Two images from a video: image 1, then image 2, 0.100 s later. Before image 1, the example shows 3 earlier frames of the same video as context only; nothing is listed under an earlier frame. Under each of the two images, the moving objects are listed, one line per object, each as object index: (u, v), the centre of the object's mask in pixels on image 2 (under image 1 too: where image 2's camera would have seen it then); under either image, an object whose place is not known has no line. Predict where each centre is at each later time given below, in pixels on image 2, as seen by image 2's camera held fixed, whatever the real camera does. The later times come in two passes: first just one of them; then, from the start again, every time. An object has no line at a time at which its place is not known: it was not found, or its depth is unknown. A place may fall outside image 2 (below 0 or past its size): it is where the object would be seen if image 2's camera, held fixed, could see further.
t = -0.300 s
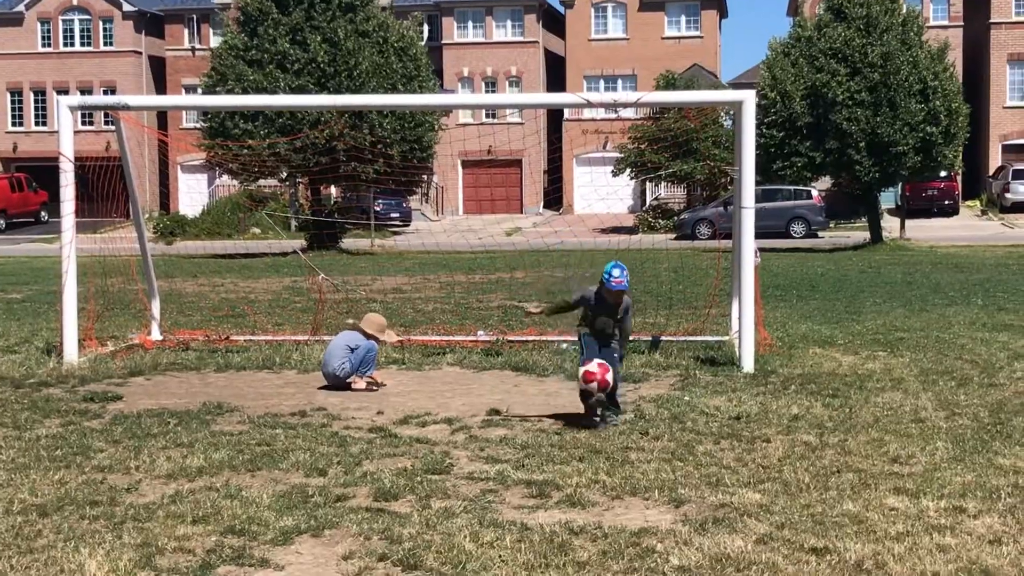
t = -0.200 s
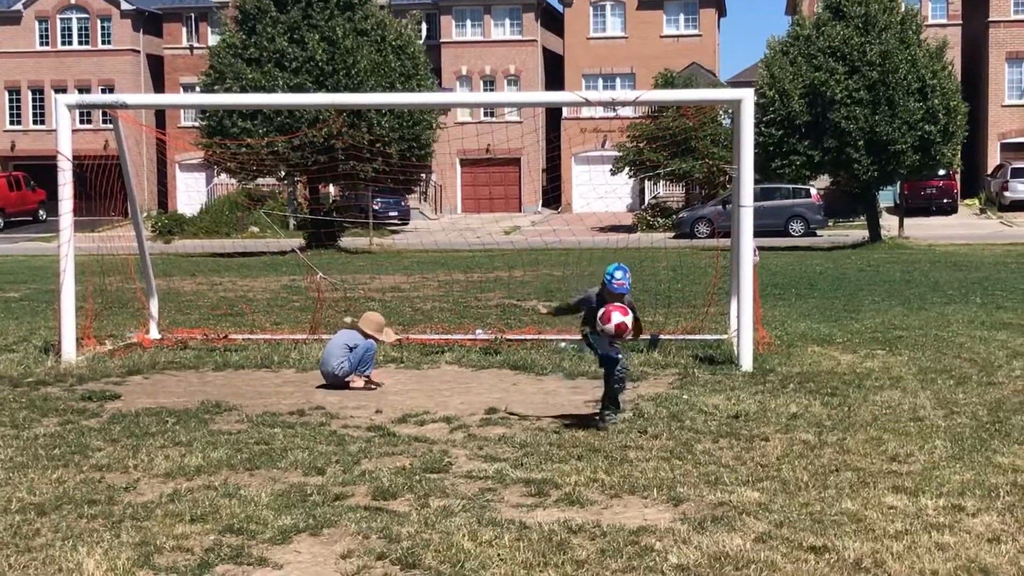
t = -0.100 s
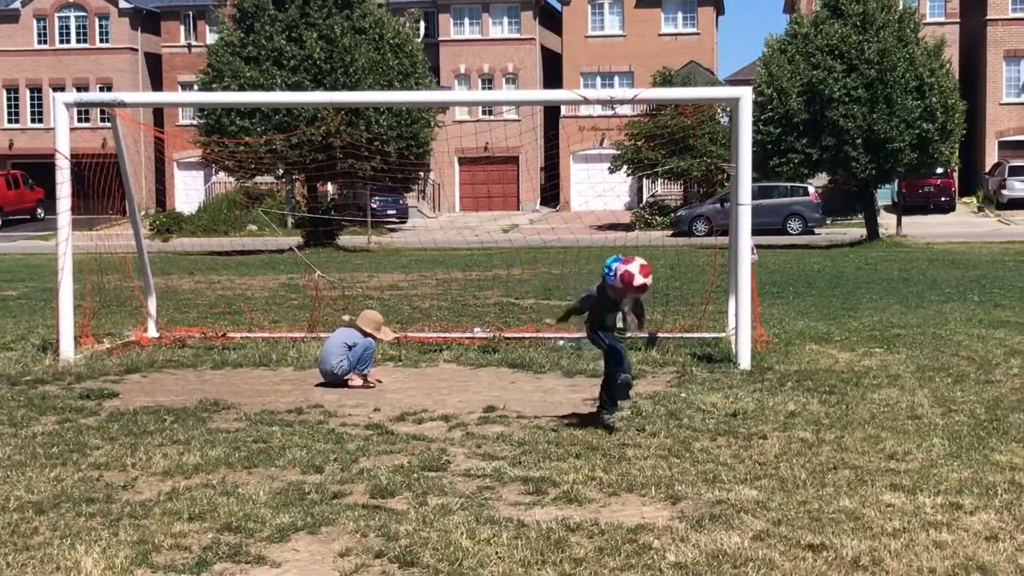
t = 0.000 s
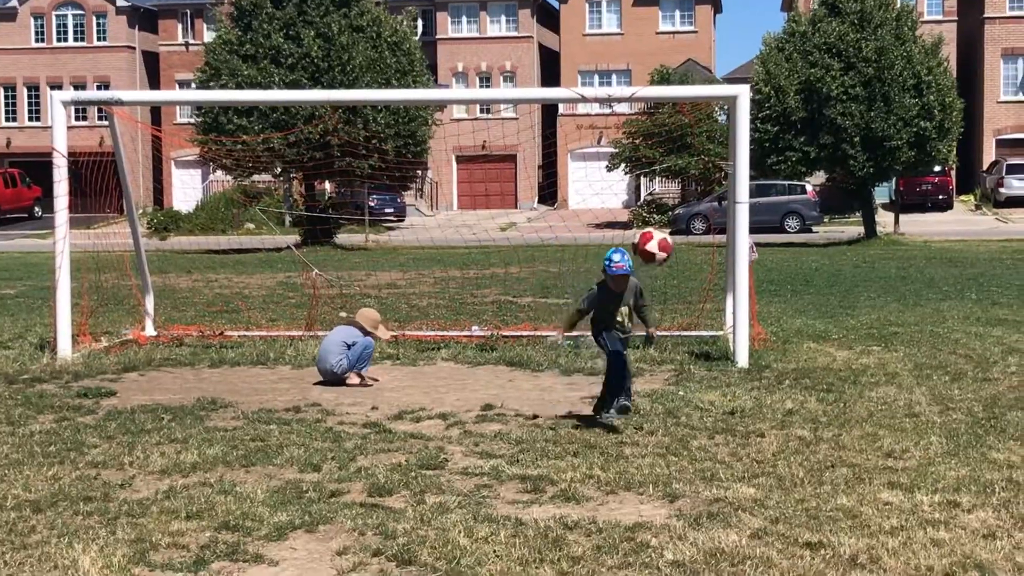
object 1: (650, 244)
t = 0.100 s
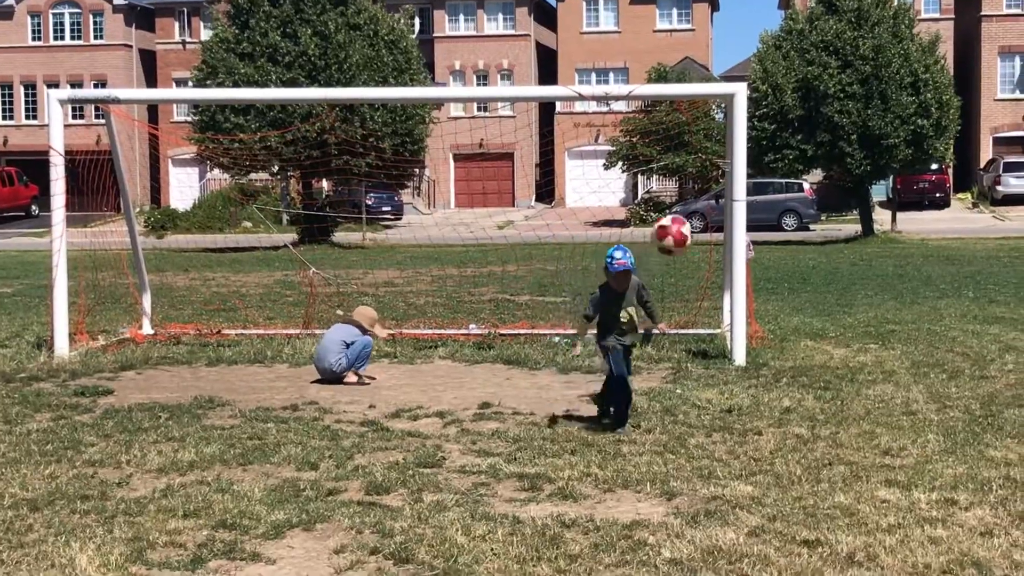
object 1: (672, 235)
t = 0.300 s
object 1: (721, 273)
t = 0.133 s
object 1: (680, 236)
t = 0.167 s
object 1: (687, 238)
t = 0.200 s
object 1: (696, 243)
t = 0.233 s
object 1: (704, 251)
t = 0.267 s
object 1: (712, 262)
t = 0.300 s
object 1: (721, 273)
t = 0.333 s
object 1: (729, 287)
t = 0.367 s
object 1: (738, 305)
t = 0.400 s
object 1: (748, 325)
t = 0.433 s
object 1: (756, 347)
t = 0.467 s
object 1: (766, 371)
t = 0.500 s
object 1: (777, 398)
